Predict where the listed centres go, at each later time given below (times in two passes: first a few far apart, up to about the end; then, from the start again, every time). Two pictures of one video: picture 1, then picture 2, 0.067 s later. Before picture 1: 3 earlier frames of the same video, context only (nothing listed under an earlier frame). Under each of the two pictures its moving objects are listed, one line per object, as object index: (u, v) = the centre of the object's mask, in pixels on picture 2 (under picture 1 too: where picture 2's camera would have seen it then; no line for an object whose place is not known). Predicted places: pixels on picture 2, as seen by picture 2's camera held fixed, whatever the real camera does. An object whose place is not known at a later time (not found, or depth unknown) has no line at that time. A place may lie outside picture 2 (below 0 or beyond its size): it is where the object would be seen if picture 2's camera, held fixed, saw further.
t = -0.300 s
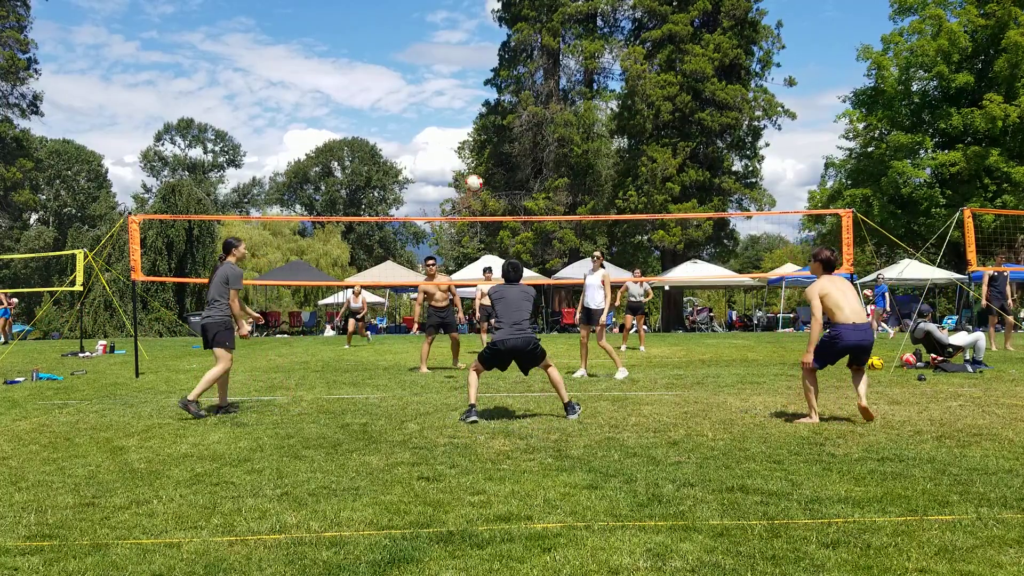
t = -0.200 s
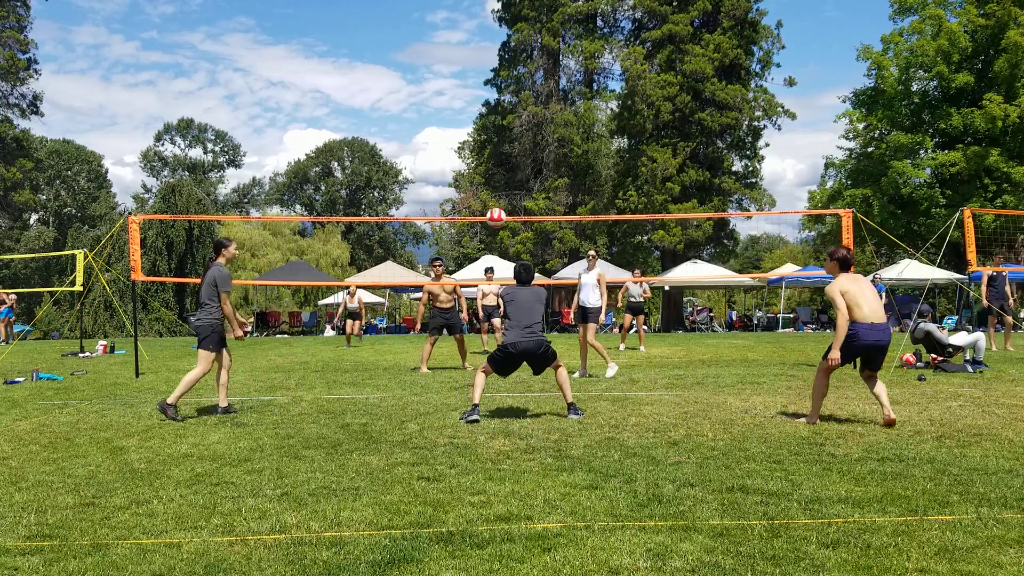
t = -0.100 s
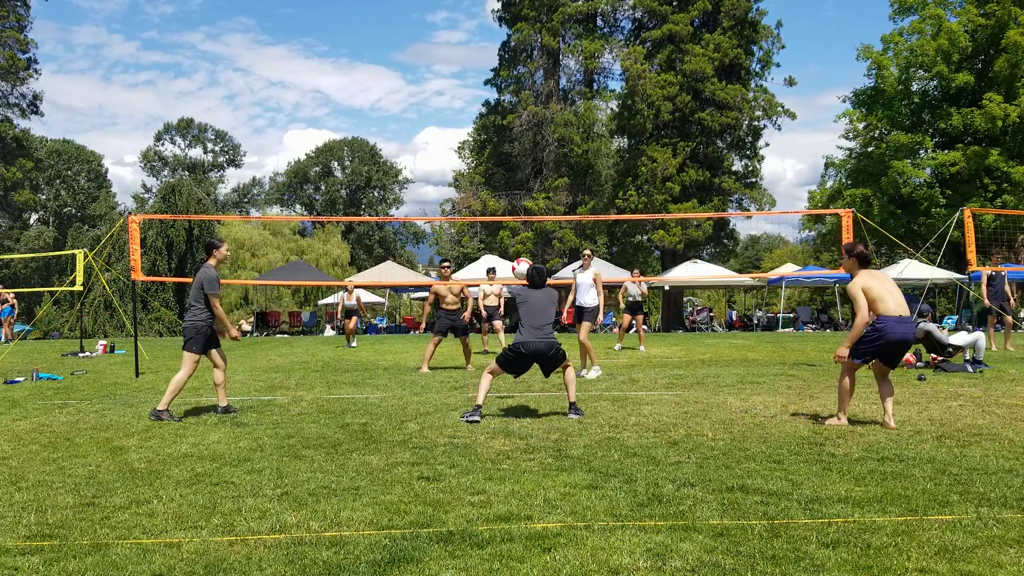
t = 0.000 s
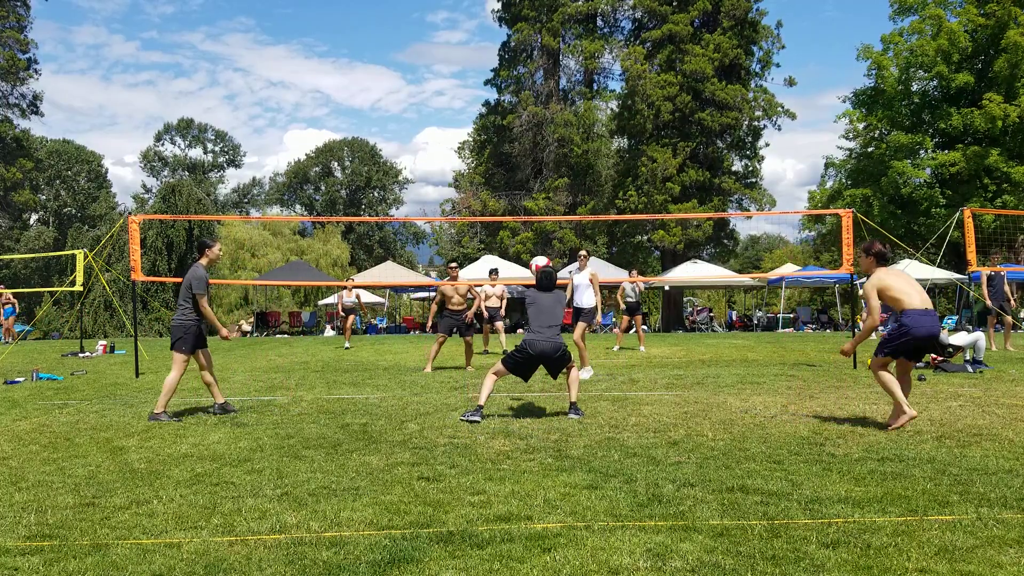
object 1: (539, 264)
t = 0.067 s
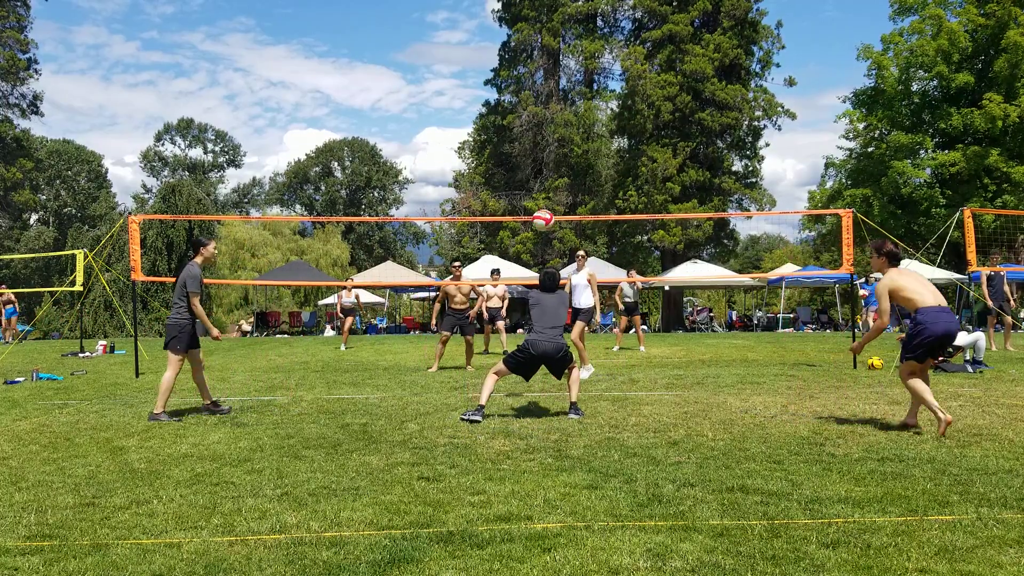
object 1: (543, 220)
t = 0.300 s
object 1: (548, 102)
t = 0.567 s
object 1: (553, 40)
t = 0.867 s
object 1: (555, 45)
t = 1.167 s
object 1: (558, 113)
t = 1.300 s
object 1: (558, 162)
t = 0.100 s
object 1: (544, 199)
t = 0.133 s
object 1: (545, 179)
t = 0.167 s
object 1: (546, 161)
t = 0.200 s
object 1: (546, 144)
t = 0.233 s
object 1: (547, 129)
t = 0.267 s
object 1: (548, 115)
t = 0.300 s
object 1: (548, 102)
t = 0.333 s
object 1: (549, 91)
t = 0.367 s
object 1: (549, 80)
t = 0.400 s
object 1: (550, 70)
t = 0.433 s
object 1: (550, 63)
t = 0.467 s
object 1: (551, 56)
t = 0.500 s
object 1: (552, 49)
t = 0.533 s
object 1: (552, 44)
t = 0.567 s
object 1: (553, 40)
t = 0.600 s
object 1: (553, 37)
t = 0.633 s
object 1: (553, 36)
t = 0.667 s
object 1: (554, 34)
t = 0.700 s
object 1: (554, 34)
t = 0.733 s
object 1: (555, 34)
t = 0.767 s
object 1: (555, 35)
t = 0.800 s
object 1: (555, 38)
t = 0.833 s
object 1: (555, 41)
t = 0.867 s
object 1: (555, 45)
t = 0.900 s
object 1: (556, 49)
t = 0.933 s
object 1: (556, 55)
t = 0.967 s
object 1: (556, 61)
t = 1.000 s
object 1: (556, 68)
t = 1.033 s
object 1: (557, 76)
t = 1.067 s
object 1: (557, 85)
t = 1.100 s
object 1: (557, 94)
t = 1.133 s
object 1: (558, 103)
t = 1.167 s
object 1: (558, 113)
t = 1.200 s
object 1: (558, 124)
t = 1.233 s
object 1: (558, 137)
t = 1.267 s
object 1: (558, 148)
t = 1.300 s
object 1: (558, 162)
